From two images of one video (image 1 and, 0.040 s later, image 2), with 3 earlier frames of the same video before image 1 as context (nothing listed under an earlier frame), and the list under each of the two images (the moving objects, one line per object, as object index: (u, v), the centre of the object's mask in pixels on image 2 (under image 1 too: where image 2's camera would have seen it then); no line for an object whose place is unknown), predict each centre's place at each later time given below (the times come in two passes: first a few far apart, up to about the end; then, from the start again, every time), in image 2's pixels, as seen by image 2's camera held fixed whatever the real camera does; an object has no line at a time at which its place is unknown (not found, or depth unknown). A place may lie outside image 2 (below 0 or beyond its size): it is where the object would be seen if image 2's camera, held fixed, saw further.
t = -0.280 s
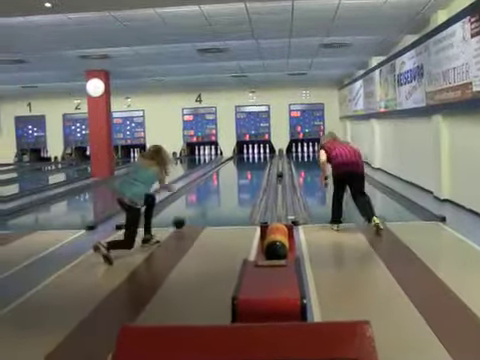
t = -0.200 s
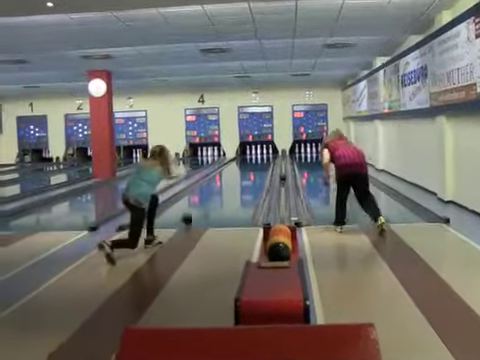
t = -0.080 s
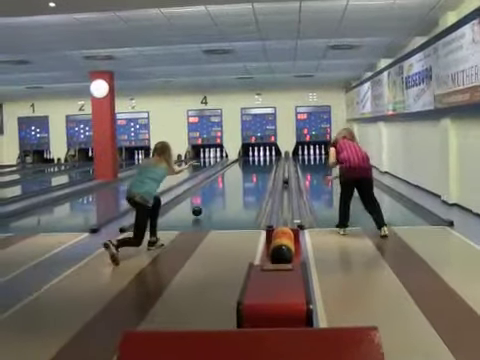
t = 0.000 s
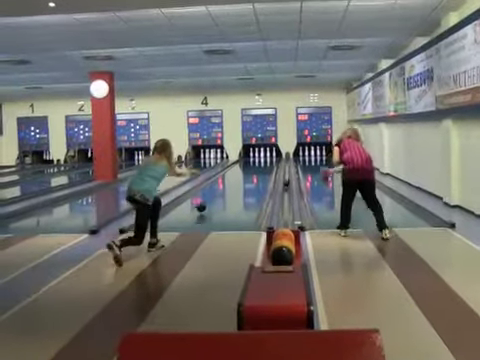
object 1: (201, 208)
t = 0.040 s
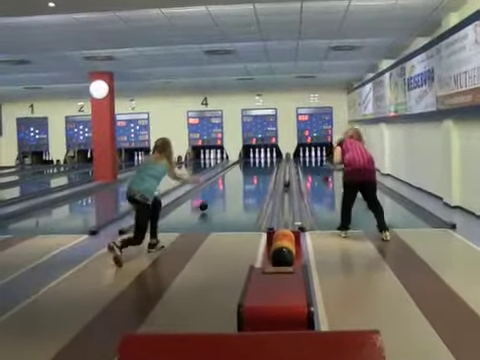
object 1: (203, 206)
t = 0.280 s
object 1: (212, 195)
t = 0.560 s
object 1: (219, 185)
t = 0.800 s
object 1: (223, 180)
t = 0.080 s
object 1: (205, 204)
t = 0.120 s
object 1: (206, 202)
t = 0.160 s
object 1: (207, 200)
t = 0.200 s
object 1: (210, 198)
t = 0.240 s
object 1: (211, 197)
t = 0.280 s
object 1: (212, 195)
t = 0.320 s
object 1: (212, 194)
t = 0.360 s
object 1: (214, 192)
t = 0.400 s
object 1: (215, 191)
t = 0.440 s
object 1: (216, 190)
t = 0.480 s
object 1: (217, 188)
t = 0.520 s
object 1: (218, 187)
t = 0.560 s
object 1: (219, 185)
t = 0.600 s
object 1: (219, 185)
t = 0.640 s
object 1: (220, 184)
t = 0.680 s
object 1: (221, 182)
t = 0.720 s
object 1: (222, 182)
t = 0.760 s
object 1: (223, 181)
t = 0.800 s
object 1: (223, 180)
